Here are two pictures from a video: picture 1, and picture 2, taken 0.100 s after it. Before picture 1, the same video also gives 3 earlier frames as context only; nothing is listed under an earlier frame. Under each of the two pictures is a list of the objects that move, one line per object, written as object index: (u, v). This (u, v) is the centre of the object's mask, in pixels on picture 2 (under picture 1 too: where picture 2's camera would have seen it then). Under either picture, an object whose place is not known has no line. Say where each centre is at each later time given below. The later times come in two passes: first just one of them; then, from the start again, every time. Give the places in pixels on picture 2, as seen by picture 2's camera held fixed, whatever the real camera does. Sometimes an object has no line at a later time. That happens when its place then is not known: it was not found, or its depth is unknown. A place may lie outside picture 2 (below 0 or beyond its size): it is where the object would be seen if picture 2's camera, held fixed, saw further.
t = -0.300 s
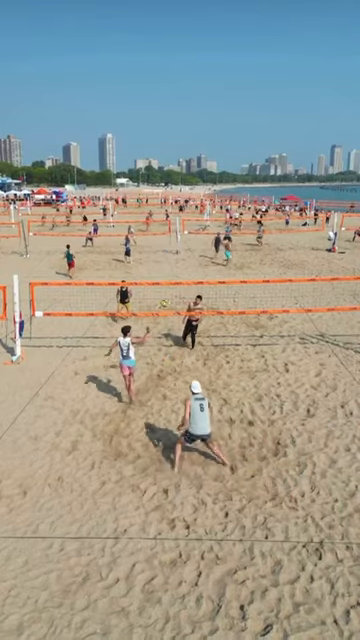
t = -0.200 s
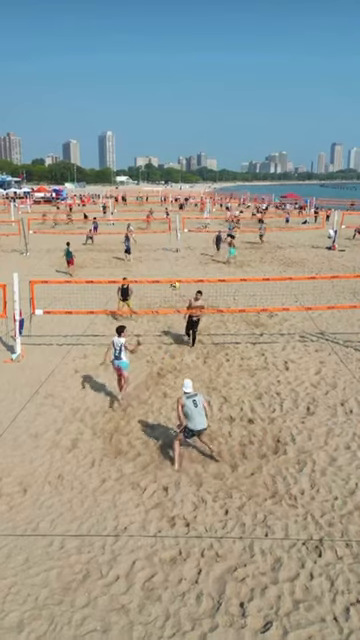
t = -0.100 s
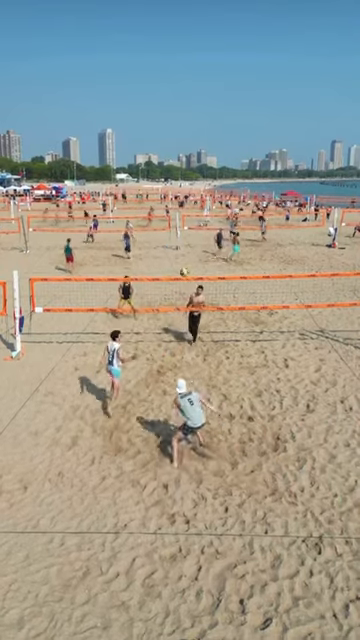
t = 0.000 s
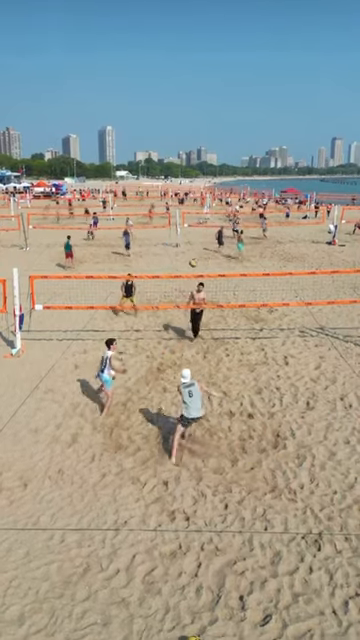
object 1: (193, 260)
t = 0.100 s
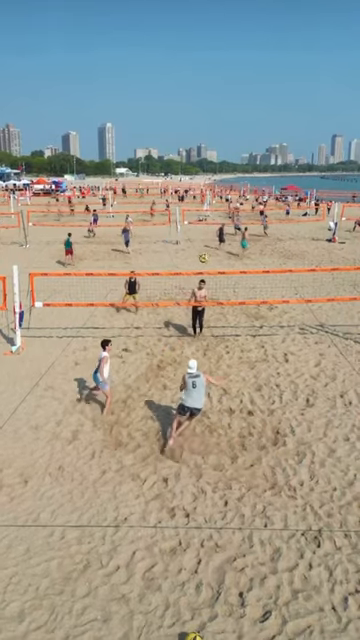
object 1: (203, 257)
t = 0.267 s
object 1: (217, 263)
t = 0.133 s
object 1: (205, 258)
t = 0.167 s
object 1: (208, 259)
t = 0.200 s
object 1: (212, 259)
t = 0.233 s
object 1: (215, 261)
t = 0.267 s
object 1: (217, 263)
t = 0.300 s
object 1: (221, 266)
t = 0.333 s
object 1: (223, 269)
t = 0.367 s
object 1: (227, 273)
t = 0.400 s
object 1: (230, 278)
